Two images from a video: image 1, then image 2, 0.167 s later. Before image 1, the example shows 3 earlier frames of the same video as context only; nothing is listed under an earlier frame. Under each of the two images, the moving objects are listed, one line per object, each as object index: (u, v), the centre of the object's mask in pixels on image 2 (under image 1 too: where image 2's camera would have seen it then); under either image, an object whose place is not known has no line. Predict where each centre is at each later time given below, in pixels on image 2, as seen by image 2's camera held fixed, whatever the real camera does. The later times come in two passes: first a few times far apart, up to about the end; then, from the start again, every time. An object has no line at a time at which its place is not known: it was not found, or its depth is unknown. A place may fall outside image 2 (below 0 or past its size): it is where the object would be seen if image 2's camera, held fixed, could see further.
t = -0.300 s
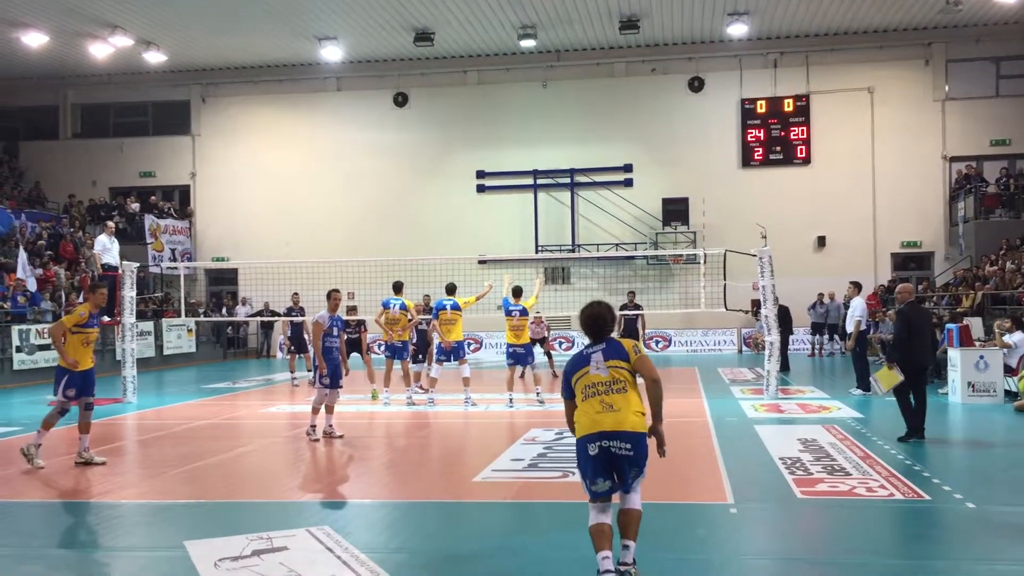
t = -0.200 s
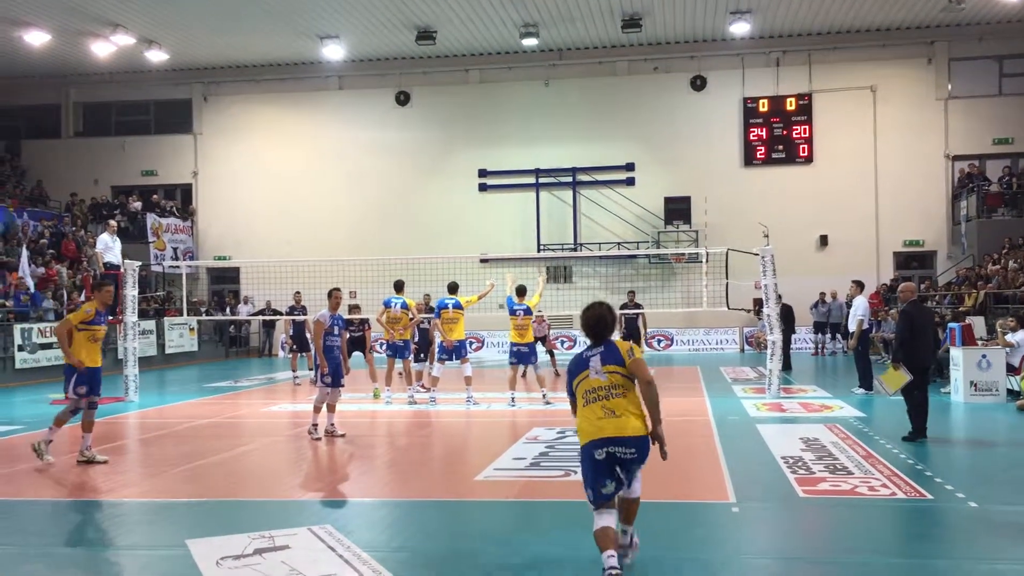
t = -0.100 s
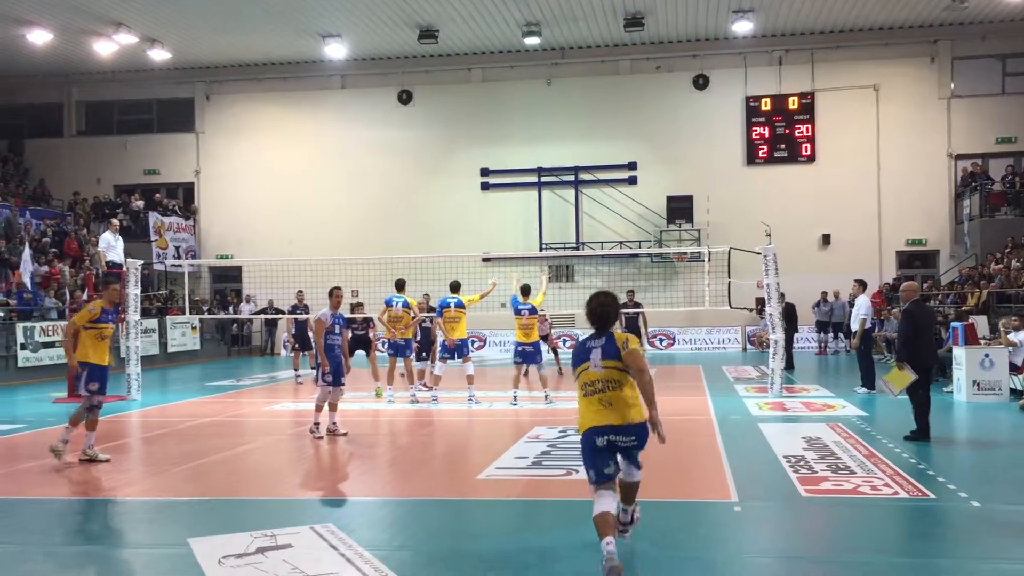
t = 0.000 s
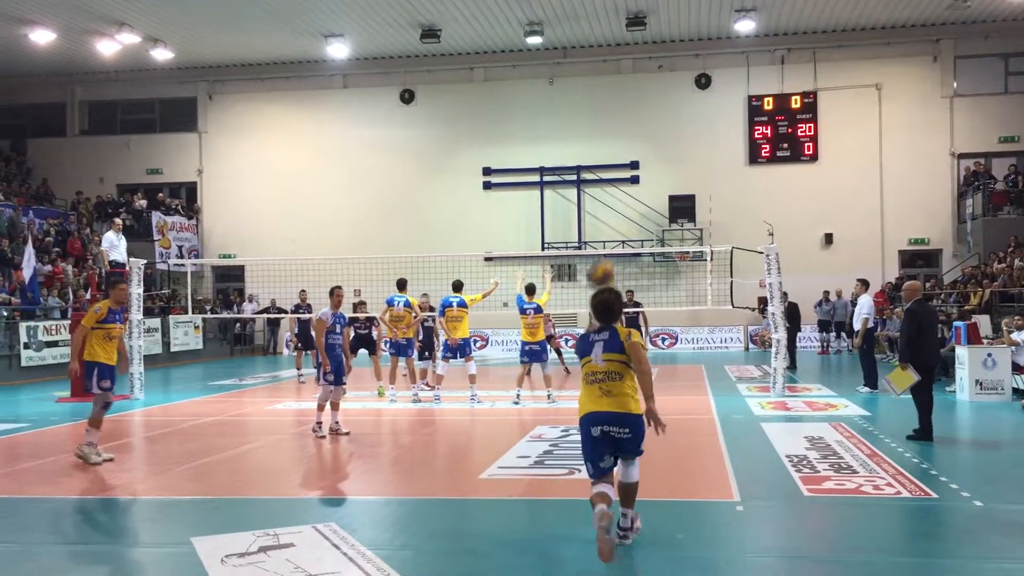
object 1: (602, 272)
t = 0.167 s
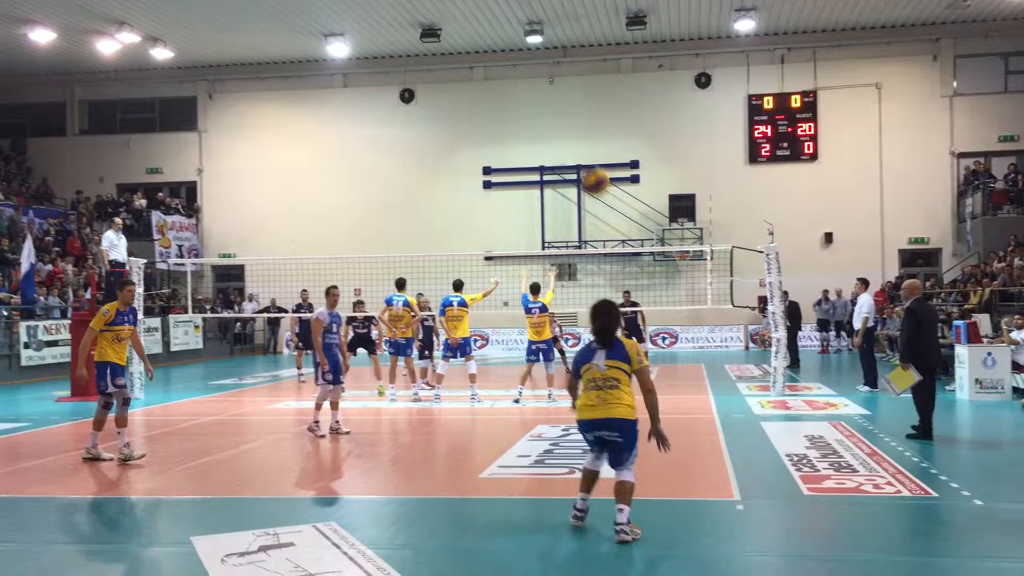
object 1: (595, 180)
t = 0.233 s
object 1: (592, 157)
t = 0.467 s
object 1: (586, 118)
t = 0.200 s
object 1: (594, 167)
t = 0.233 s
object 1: (592, 157)
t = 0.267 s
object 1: (591, 146)
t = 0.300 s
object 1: (590, 138)
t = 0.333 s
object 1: (589, 131)
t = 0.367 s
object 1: (589, 126)
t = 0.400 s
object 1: (588, 122)
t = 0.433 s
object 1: (587, 119)
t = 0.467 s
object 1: (586, 118)
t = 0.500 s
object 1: (586, 118)
